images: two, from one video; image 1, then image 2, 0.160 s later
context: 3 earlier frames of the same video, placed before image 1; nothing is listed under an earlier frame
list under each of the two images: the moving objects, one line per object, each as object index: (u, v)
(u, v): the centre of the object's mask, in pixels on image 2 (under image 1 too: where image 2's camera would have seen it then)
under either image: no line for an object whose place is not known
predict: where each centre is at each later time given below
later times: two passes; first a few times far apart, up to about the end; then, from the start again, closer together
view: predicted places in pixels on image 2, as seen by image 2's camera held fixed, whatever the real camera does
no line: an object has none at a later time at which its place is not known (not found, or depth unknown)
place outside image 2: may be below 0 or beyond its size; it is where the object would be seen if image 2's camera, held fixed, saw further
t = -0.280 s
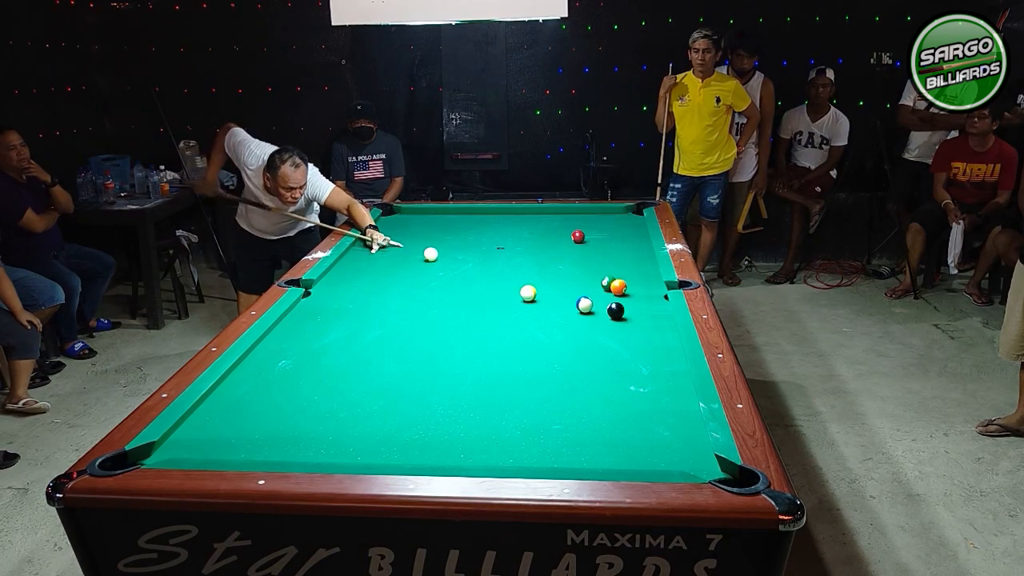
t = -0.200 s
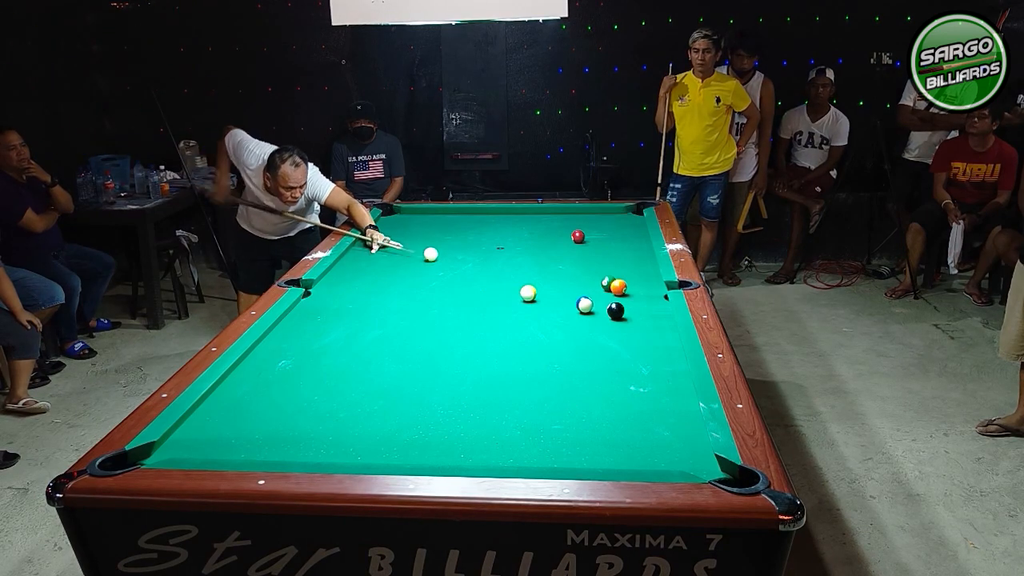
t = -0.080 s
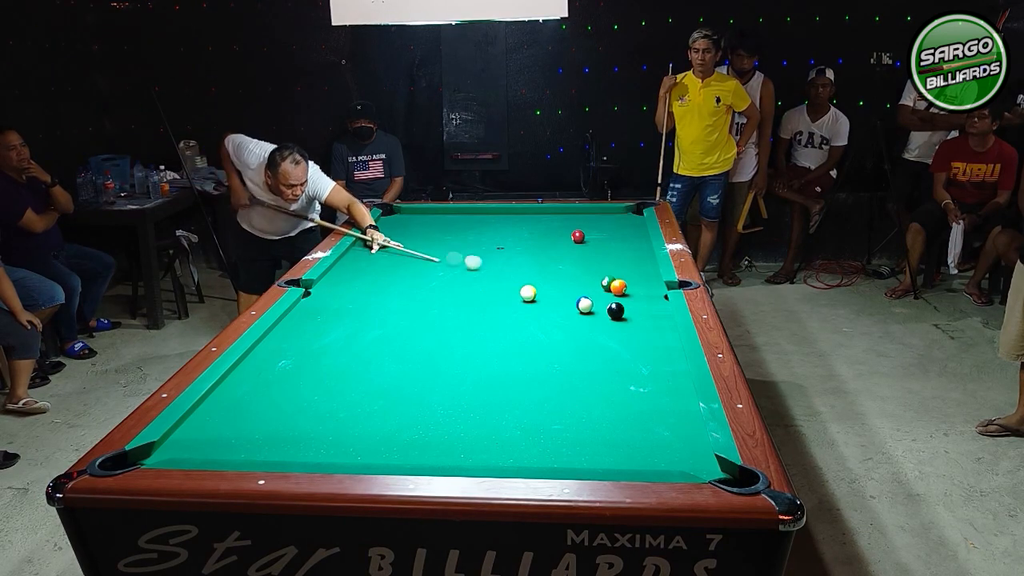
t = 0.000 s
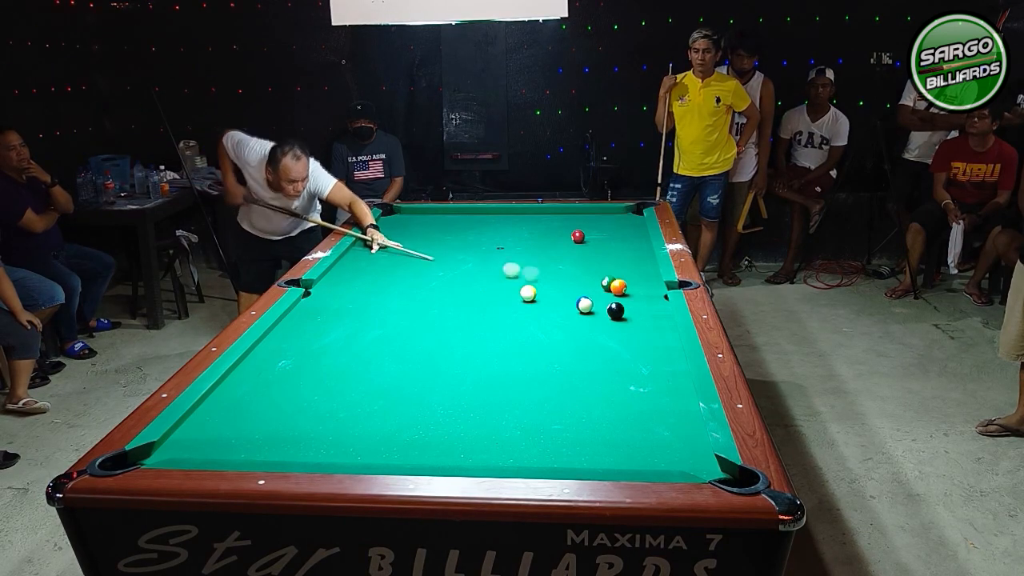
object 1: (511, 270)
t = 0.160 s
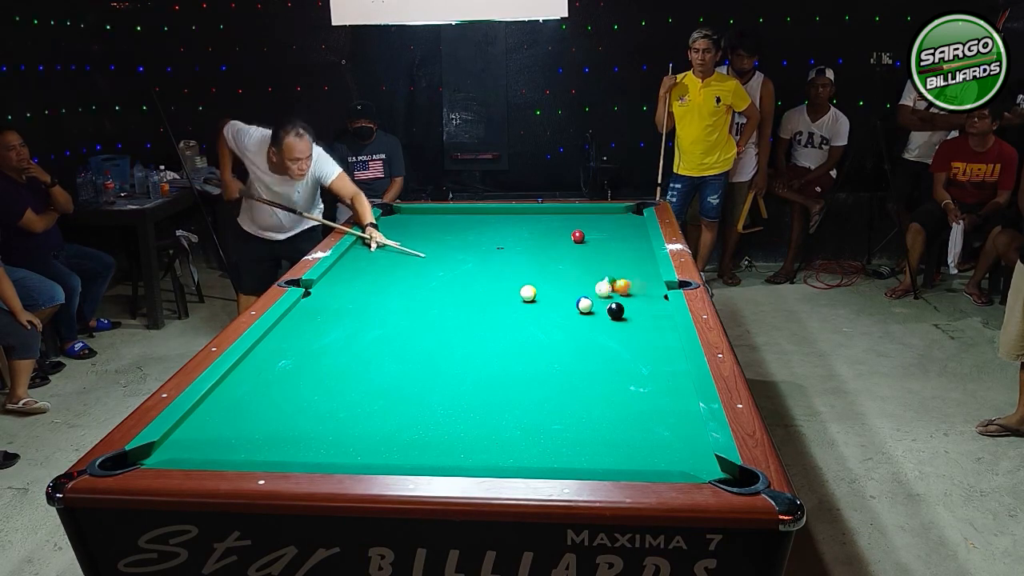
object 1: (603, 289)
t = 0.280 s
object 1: (609, 299)
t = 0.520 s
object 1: (609, 307)
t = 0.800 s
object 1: (605, 309)
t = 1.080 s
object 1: (602, 311)
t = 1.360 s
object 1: (600, 312)
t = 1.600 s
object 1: (598, 313)
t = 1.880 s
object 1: (597, 313)
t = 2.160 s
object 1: (597, 313)
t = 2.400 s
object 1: (597, 313)
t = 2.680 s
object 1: (597, 313)
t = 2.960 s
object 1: (597, 313)
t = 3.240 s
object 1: (597, 313)
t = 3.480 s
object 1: (597, 313)
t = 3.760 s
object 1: (597, 313)
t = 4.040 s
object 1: (597, 313)
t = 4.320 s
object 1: (597, 313)
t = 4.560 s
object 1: (597, 313)
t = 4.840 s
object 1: (597, 313)
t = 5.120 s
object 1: (597, 313)
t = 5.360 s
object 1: (597, 313)
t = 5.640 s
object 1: (597, 313)
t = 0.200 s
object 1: (606, 293)
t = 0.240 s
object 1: (608, 297)
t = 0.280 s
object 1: (609, 299)
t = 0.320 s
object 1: (610, 302)
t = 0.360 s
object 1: (610, 304)
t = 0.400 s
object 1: (610, 305)
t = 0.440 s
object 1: (610, 306)
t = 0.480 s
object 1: (610, 306)
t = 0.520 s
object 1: (609, 307)
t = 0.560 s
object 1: (608, 307)
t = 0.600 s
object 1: (608, 307)
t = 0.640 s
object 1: (607, 308)
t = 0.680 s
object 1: (607, 308)
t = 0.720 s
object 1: (606, 308)
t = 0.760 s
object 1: (606, 309)
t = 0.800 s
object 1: (605, 309)
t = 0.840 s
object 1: (605, 309)
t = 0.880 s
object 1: (604, 309)
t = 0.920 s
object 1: (604, 310)
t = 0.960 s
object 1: (603, 310)
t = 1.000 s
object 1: (603, 310)
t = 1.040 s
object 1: (602, 311)
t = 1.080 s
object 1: (602, 311)
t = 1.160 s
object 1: (601, 311)
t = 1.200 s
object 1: (601, 312)
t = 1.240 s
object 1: (601, 312)
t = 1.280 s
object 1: (600, 312)
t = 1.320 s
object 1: (600, 312)
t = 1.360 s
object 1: (600, 312)
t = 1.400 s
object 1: (599, 312)
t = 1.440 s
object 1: (599, 313)
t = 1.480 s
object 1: (599, 313)
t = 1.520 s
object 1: (599, 313)
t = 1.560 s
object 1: (599, 313)
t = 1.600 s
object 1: (598, 313)
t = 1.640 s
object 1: (598, 313)
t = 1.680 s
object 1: (598, 313)
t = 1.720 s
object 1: (598, 313)
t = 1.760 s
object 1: (598, 313)
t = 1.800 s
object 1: (597, 313)
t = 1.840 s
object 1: (597, 313)
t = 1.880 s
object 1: (597, 313)
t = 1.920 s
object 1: (597, 313)
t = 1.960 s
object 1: (597, 313)
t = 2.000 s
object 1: (597, 313)
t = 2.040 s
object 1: (597, 313)
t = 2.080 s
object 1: (597, 313)
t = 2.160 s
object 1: (597, 313)
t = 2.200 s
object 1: (597, 313)
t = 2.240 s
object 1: (597, 313)
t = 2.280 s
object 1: (597, 313)
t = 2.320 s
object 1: (597, 313)
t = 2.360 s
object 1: (597, 313)
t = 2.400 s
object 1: (597, 313)
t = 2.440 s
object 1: (597, 313)
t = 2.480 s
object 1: (597, 313)
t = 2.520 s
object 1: (597, 313)
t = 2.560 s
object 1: (597, 313)
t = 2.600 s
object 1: (597, 313)
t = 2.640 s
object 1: (597, 313)
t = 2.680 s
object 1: (597, 313)
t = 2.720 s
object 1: (597, 313)
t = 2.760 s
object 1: (597, 313)
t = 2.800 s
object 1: (597, 313)
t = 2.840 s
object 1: (597, 313)
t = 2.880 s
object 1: (597, 313)
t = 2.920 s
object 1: (597, 313)
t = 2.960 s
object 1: (597, 313)
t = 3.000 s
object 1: (597, 313)
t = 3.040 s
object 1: (597, 313)
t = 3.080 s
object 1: (597, 313)
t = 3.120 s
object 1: (597, 313)
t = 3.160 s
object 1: (597, 313)
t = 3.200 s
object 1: (597, 313)
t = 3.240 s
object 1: (597, 313)
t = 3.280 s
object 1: (597, 313)
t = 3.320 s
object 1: (597, 313)
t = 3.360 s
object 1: (597, 313)
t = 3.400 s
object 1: (597, 313)
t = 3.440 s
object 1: (597, 313)
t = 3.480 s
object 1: (597, 313)
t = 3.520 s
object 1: (597, 313)
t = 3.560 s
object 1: (597, 313)
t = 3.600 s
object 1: (597, 313)
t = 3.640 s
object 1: (597, 313)
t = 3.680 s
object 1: (597, 313)
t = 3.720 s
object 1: (597, 313)
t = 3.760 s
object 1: (597, 313)
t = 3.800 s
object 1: (597, 313)
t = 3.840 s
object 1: (597, 313)
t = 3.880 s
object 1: (597, 313)
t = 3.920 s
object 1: (597, 313)
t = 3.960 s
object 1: (597, 313)
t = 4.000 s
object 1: (597, 313)
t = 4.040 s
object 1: (597, 313)
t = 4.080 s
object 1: (597, 313)
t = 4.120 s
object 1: (597, 313)
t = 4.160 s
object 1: (597, 313)
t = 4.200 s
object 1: (597, 313)
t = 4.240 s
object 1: (597, 313)
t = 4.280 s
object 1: (597, 313)
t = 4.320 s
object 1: (597, 313)
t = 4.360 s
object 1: (597, 313)
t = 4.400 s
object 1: (597, 313)
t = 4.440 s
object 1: (597, 313)
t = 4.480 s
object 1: (597, 313)
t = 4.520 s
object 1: (597, 313)
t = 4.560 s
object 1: (597, 313)
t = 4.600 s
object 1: (597, 313)
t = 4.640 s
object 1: (597, 313)
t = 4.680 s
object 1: (597, 313)
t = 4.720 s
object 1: (597, 313)
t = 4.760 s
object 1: (597, 313)
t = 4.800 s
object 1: (597, 313)
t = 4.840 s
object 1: (597, 313)
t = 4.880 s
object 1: (597, 313)
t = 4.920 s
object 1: (597, 313)
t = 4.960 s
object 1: (597, 313)
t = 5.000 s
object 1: (597, 313)
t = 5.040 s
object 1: (597, 313)
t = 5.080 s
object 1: (597, 313)
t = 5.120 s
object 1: (597, 313)
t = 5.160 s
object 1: (597, 313)
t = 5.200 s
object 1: (597, 313)
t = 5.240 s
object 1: (597, 313)
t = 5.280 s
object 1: (597, 313)
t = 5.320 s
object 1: (597, 313)
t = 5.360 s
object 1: (597, 313)
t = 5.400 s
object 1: (597, 313)
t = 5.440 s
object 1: (597, 313)
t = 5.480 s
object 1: (597, 313)
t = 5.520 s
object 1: (597, 313)
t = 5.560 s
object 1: (597, 313)
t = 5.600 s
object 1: (597, 313)
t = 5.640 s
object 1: (597, 313)
